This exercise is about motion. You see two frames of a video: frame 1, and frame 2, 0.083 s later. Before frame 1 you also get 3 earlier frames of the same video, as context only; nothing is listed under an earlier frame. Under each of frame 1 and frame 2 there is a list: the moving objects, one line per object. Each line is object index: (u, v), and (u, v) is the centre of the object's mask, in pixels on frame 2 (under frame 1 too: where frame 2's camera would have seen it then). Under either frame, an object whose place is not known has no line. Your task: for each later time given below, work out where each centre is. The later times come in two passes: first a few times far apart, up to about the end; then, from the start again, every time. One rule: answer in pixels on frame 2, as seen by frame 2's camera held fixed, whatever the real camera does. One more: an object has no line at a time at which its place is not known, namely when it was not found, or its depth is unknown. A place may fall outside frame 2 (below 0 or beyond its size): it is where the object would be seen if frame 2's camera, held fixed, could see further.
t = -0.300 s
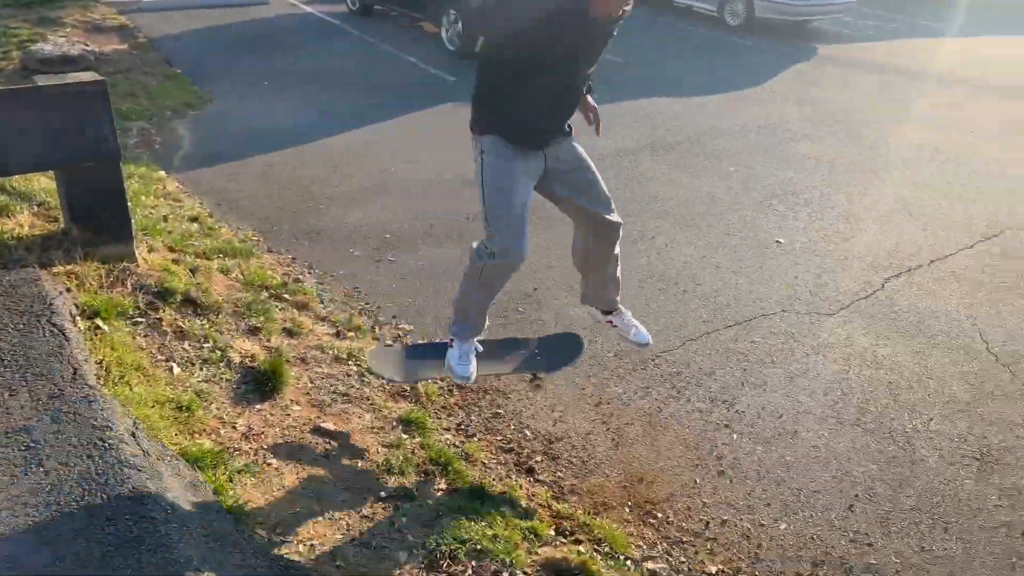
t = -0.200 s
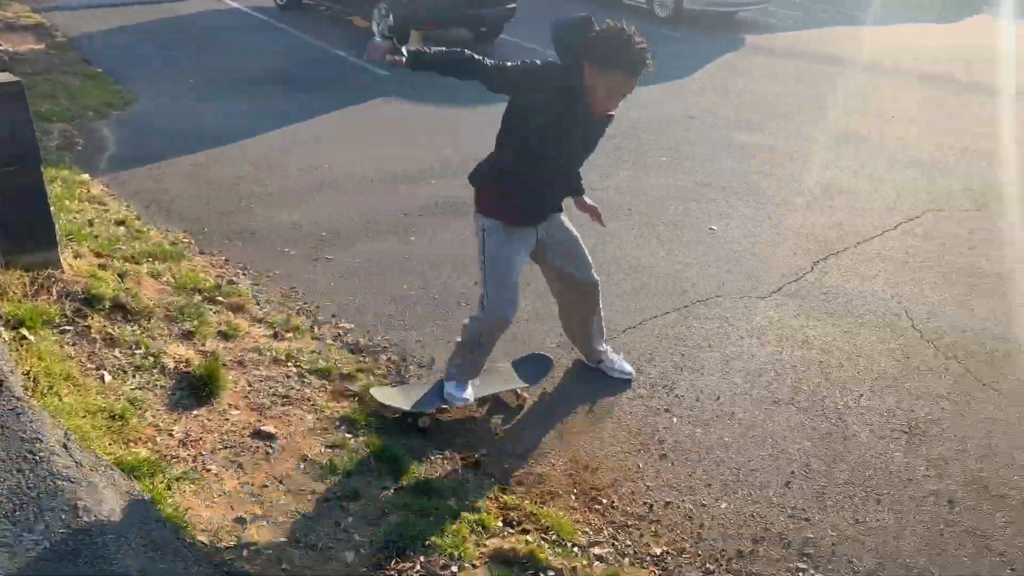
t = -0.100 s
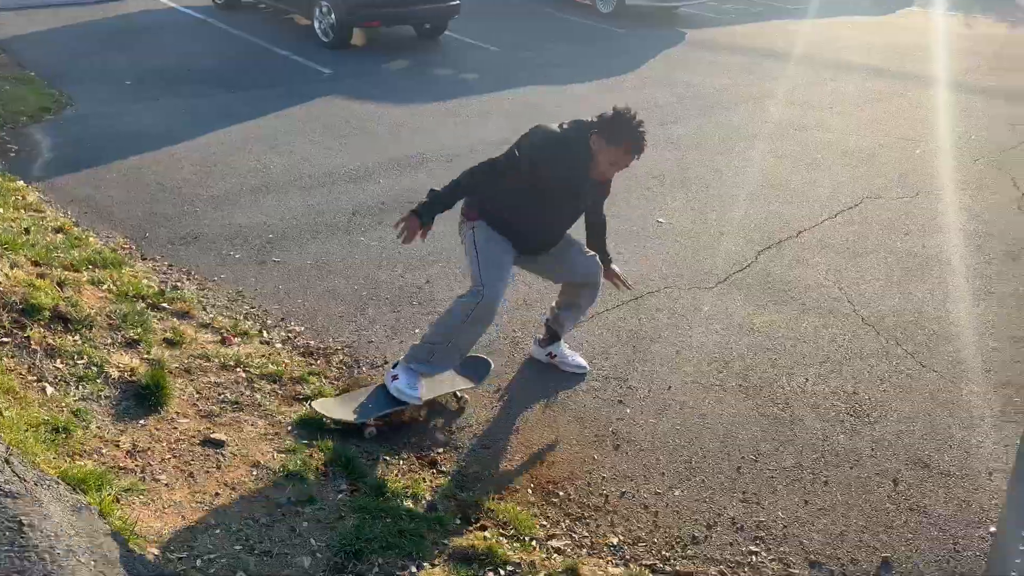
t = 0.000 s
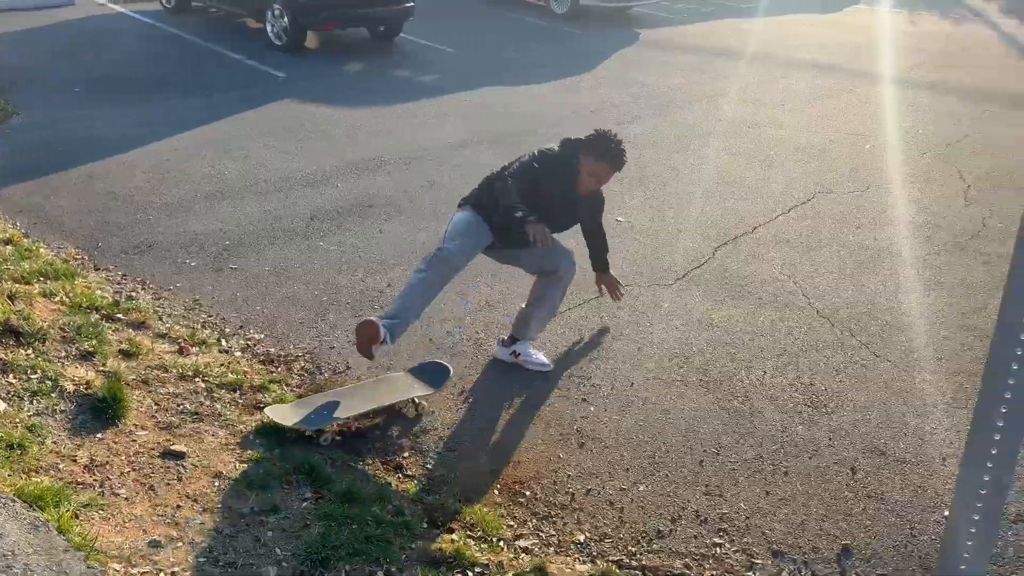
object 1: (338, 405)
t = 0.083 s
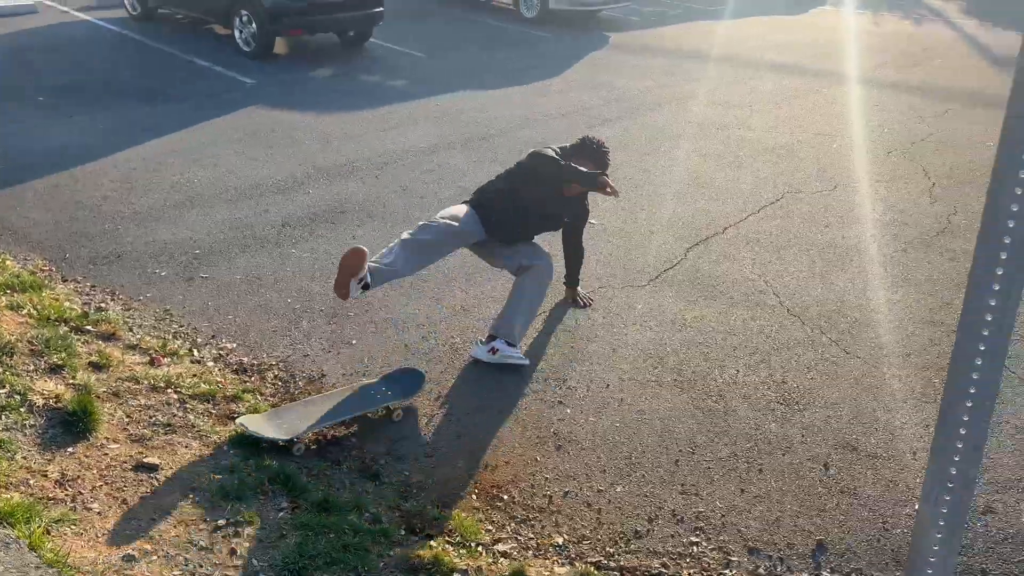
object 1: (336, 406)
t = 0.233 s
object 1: (339, 405)
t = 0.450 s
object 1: (349, 403)
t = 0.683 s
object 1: (367, 397)
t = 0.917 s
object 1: (380, 393)
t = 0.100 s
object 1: (336, 406)
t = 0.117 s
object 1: (335, 407)
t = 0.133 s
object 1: (335, 406)
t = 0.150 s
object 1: (337, 406)
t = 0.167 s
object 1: (337, 406)
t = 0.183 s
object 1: (337, 406)
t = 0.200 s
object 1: (337, 405)
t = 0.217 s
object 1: (339, 406)
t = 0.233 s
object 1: (339, 405)
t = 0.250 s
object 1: (339, 405)
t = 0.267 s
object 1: (339, 405)
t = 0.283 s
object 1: (340, 405)
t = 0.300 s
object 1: (340, 405)
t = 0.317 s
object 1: (342, 404)
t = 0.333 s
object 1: (342, 404)
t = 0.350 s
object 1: (343, 404)
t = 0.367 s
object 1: (344, 404)
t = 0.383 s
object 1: (345, 404)
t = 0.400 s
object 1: (346, 404)
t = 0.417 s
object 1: (346, 404)
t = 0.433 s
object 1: (347, 403)
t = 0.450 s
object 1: (349, 403)
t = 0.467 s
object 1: (350, 403)
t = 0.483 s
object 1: (351, 402)
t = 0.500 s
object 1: (354, 402)
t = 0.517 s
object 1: (353, 401)
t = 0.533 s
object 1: (354, 400)
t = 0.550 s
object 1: (357, 400)
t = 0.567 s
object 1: (358, 400)
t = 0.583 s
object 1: (359, 399)
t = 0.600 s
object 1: (360, 399)
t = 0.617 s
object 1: (361, 398)
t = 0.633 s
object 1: (363, 398)
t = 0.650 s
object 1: (364, 397)
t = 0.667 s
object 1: (365, 397)
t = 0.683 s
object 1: (367, 397)
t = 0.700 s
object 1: (366, 398)
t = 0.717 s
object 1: (368, 396)
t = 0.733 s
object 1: (369, 396)
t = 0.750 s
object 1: (371, 395)
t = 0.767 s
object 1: (372, 395)
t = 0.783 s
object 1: (373, 394)
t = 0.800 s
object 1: (372, 396)
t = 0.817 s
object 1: (374, 395)
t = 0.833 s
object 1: (376, 393)
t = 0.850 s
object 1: (377, 393)
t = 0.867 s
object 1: (378, 393)
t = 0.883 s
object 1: (379, 392)
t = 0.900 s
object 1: (380, 392)
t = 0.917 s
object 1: (380, 393)
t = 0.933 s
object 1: (381, 391)
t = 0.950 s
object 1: (382, 391)
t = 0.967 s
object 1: (383, 390)
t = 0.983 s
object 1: (383, 390)
